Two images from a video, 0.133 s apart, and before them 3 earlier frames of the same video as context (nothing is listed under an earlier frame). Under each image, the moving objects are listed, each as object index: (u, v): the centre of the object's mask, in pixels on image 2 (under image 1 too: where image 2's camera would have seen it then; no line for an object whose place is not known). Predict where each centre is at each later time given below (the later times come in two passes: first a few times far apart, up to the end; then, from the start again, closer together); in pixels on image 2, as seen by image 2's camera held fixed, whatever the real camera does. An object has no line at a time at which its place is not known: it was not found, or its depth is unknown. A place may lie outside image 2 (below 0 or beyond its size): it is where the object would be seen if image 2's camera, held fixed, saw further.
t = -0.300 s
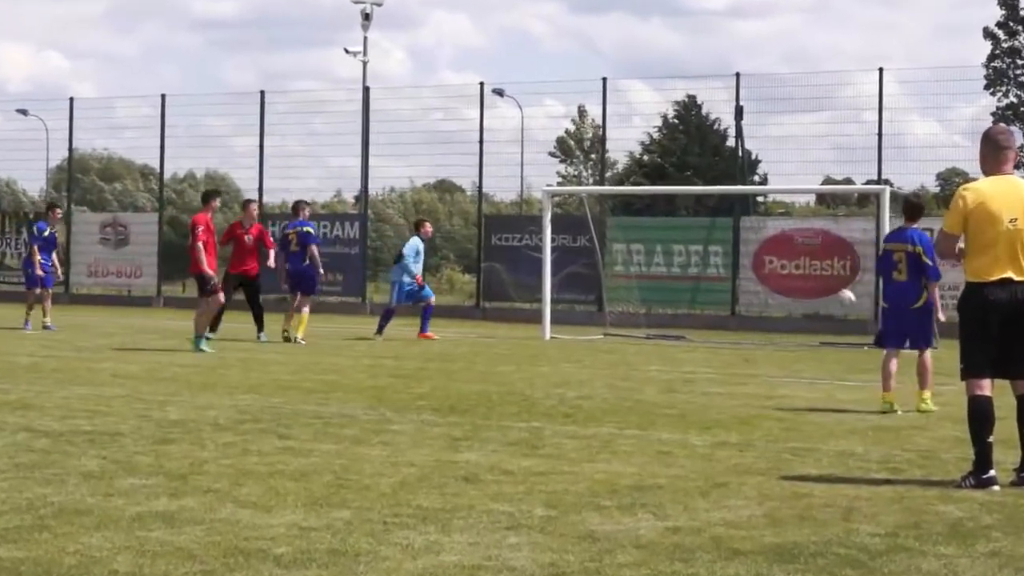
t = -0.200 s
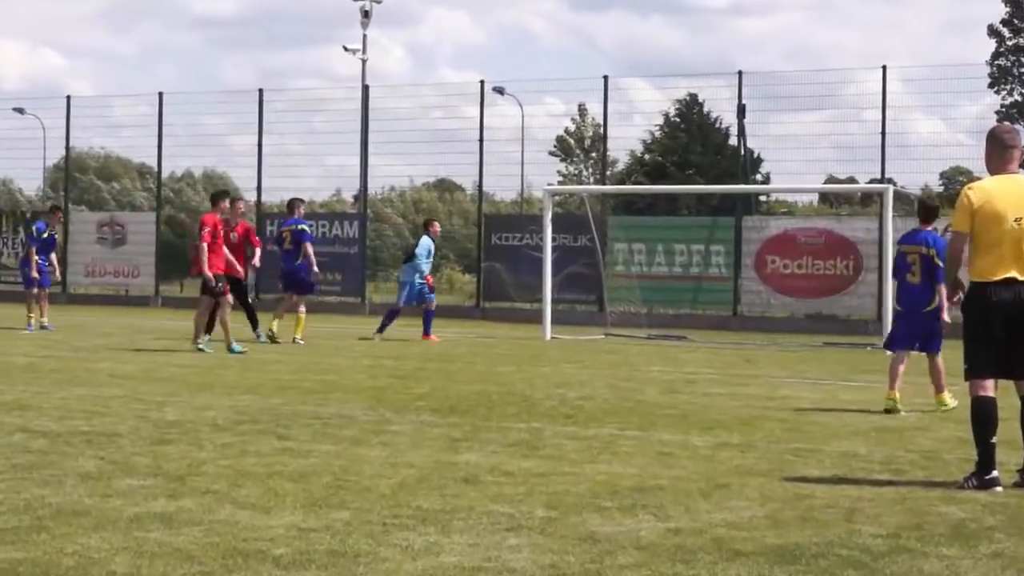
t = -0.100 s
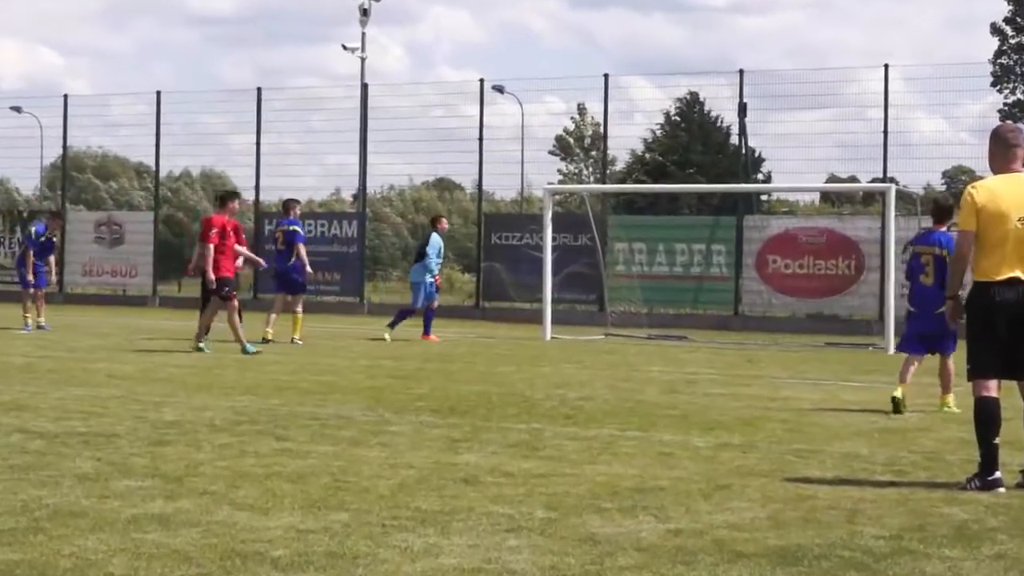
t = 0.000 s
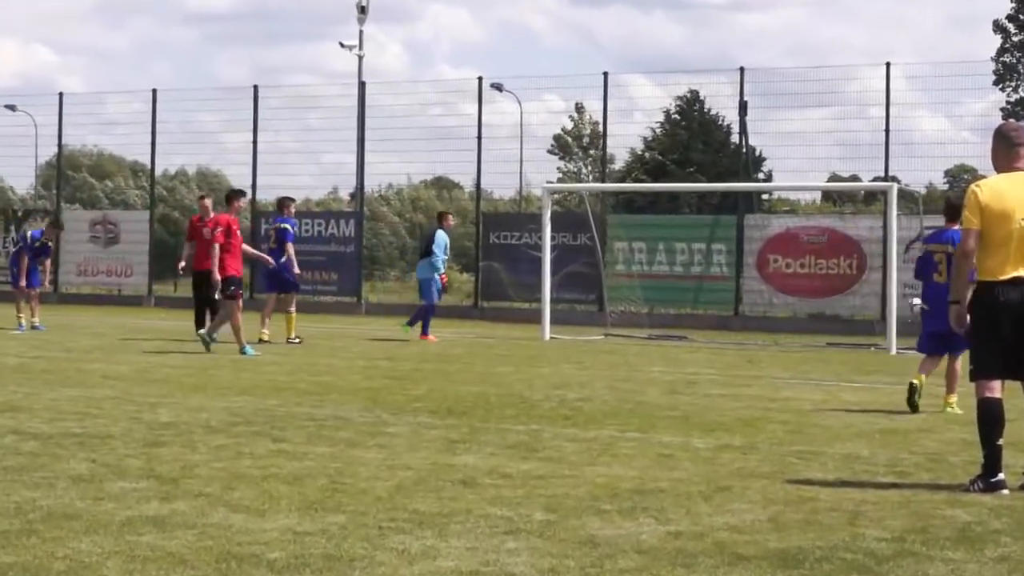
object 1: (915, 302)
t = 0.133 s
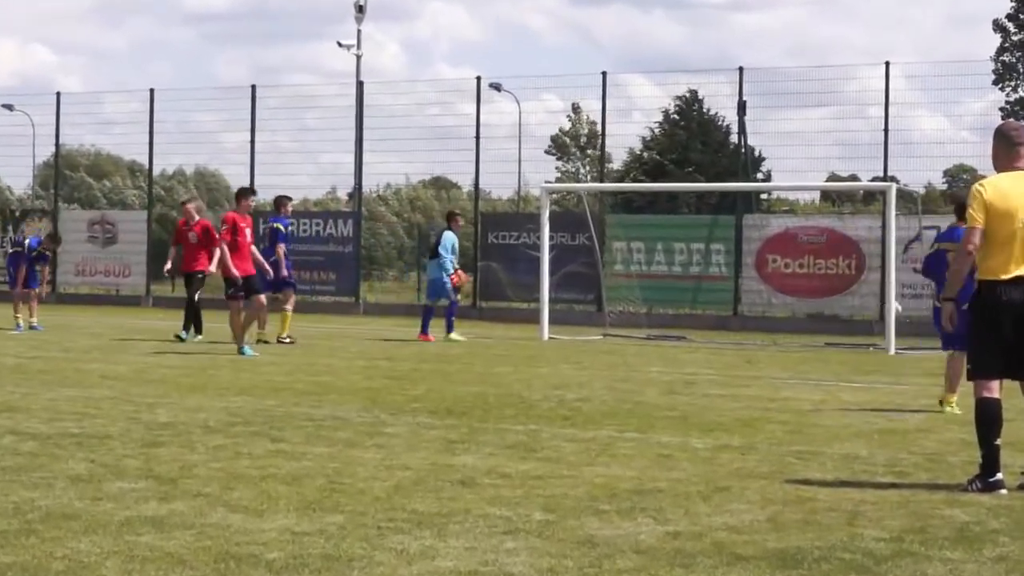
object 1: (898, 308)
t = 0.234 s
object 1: (871, 315)
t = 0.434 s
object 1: (818, 343)
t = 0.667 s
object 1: (805, 335)
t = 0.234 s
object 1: (871, 315)
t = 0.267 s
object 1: (864, 319)
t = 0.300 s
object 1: (853, 324)
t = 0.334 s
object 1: (843, 328)
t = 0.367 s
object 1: (836, 334)
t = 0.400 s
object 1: (825, 339)
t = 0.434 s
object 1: (818, 343)
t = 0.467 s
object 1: (818, 341)
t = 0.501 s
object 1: (814, 337)
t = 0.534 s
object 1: (811, 335)
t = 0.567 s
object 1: (811, 335)
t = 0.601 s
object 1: (808, 334)
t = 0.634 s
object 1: (806, 335)
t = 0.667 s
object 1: (805, 335)
